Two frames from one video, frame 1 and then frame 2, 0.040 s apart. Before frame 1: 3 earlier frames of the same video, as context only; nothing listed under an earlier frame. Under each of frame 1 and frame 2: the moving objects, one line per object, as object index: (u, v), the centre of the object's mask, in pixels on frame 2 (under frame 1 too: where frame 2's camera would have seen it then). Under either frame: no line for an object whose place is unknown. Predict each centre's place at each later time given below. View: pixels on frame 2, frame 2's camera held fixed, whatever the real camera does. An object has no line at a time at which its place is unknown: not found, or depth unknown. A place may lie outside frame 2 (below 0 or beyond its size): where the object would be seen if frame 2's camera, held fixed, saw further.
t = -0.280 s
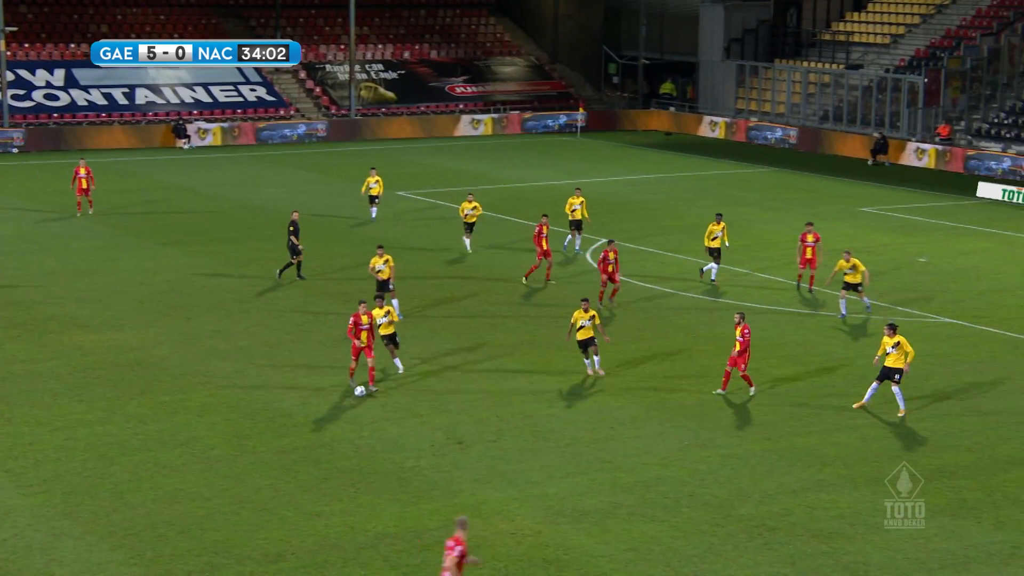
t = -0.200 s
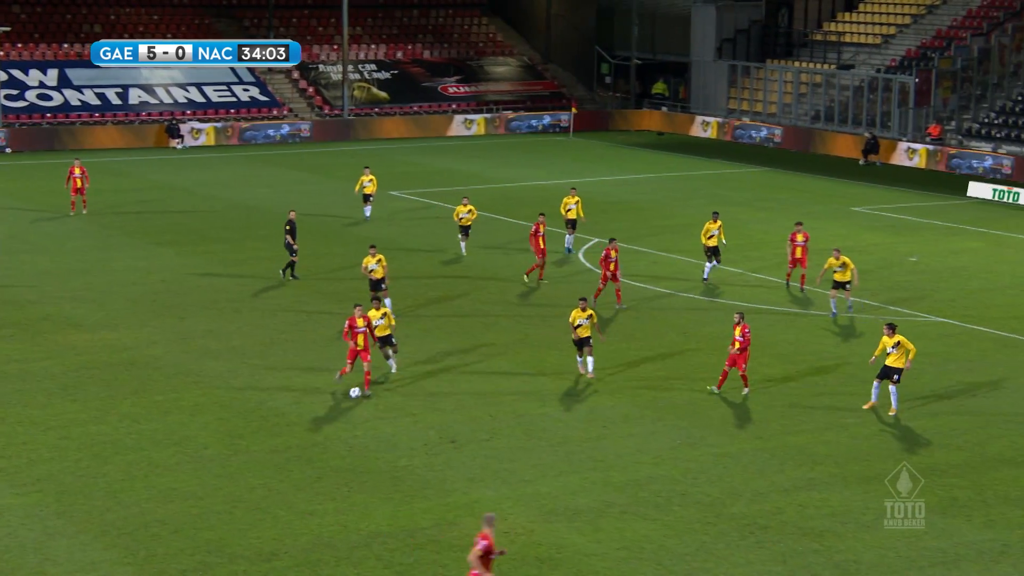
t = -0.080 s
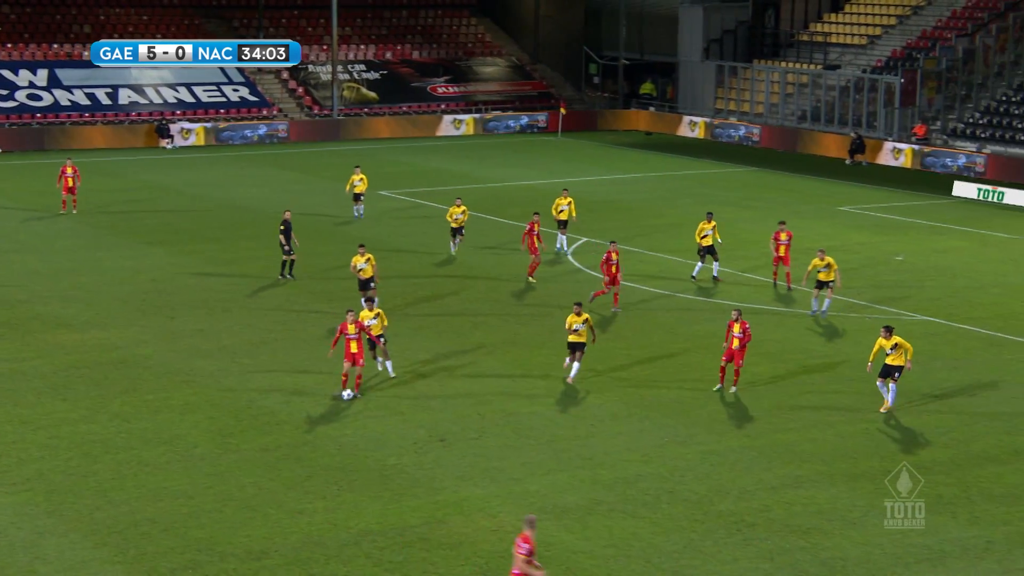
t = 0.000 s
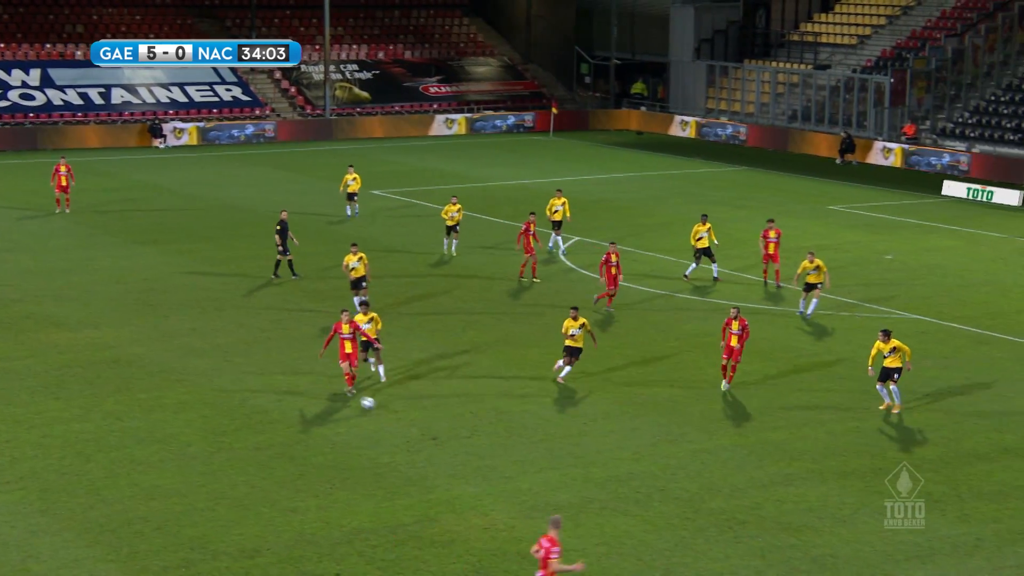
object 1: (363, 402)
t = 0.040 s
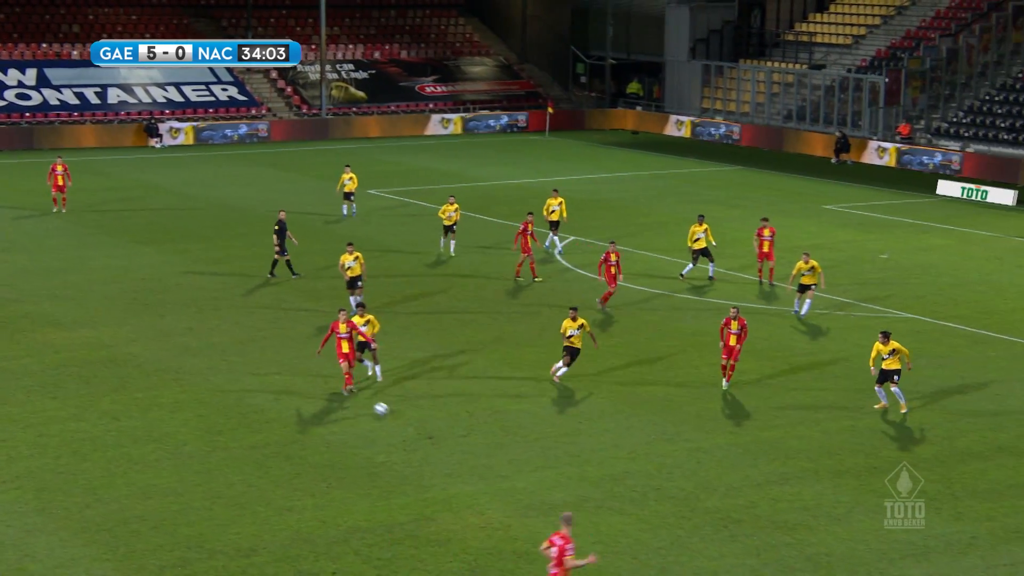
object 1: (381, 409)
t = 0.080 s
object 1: (398, 416)
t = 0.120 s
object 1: (416, 423)
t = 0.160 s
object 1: (434, 430)
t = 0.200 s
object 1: (452, 435)
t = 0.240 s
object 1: (470, 442)
